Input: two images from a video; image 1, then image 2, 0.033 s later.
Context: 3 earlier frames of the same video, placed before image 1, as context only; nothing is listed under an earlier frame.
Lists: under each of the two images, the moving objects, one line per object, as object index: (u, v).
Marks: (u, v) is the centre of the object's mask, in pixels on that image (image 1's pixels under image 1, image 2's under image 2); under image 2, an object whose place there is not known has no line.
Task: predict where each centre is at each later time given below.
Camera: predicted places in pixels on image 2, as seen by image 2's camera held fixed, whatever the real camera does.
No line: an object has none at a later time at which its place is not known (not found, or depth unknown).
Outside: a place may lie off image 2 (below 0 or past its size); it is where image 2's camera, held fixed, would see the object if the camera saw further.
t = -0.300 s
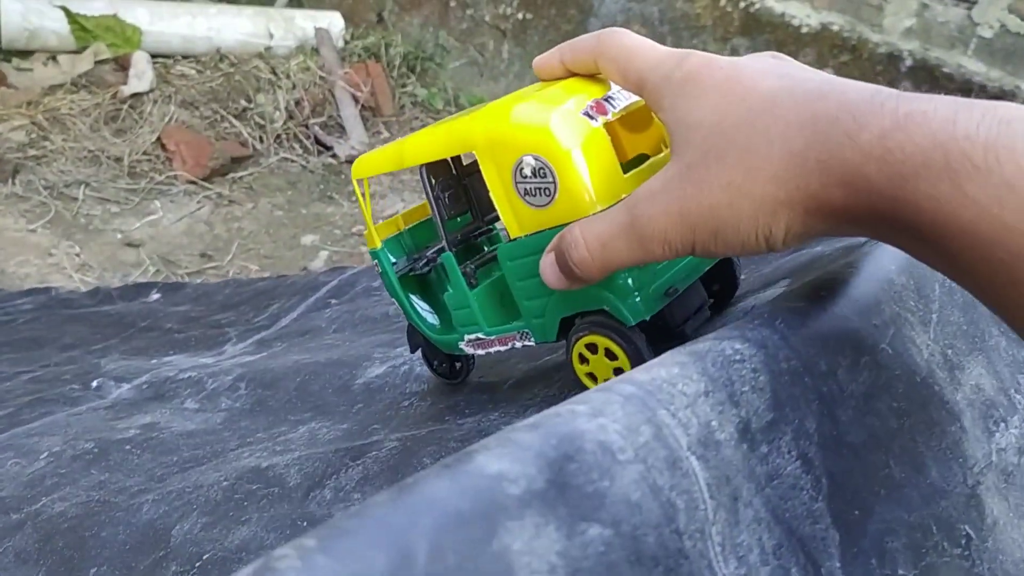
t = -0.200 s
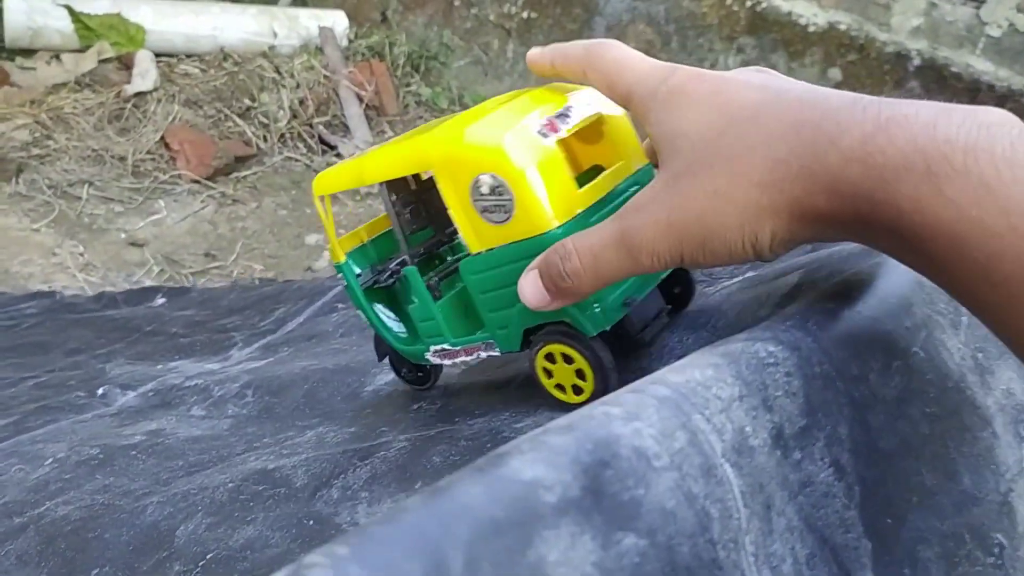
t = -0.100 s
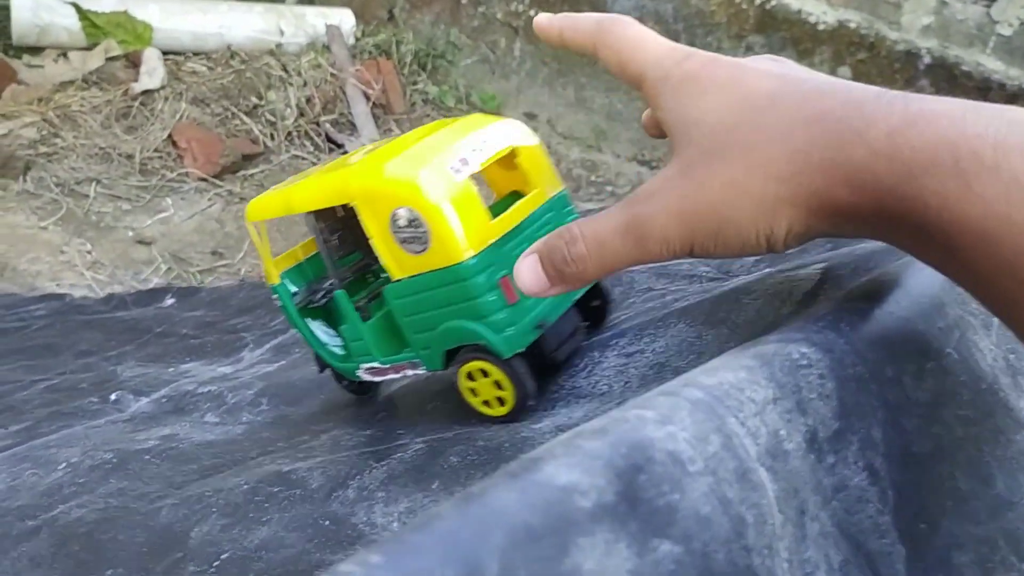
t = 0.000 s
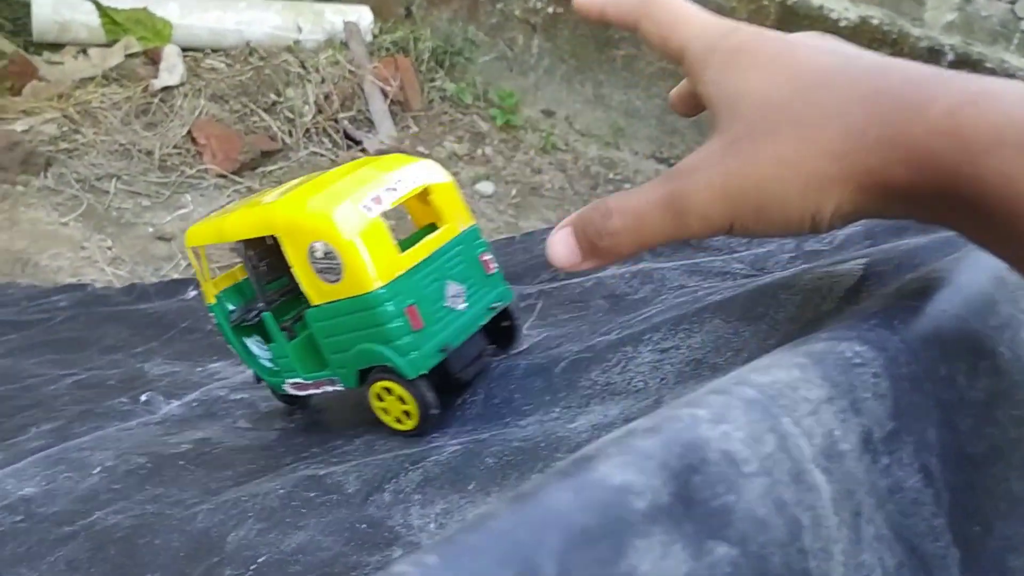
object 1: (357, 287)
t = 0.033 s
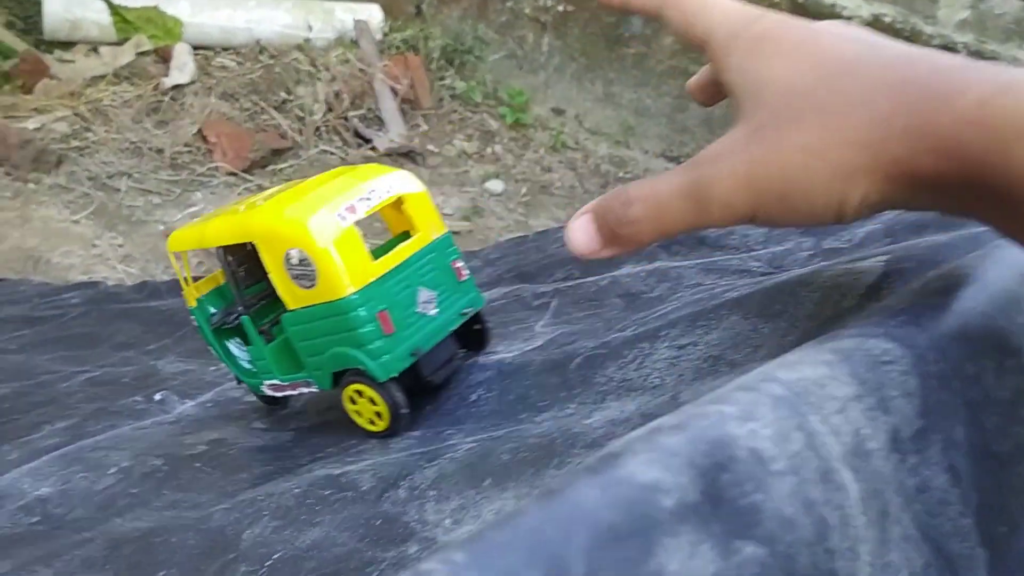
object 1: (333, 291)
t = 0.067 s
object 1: (297, 300)
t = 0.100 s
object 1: (258, 307)
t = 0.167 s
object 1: (181, 314)
